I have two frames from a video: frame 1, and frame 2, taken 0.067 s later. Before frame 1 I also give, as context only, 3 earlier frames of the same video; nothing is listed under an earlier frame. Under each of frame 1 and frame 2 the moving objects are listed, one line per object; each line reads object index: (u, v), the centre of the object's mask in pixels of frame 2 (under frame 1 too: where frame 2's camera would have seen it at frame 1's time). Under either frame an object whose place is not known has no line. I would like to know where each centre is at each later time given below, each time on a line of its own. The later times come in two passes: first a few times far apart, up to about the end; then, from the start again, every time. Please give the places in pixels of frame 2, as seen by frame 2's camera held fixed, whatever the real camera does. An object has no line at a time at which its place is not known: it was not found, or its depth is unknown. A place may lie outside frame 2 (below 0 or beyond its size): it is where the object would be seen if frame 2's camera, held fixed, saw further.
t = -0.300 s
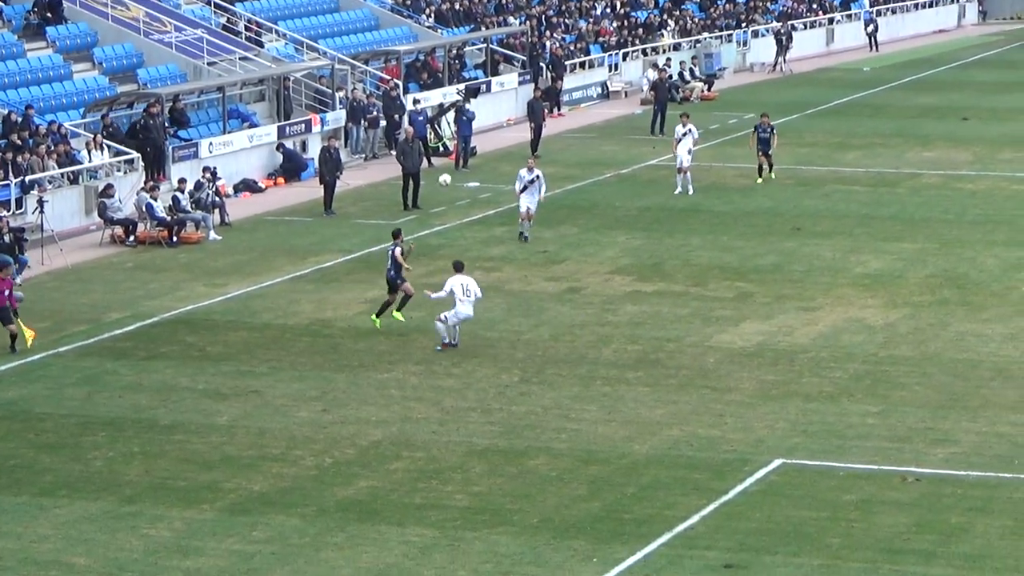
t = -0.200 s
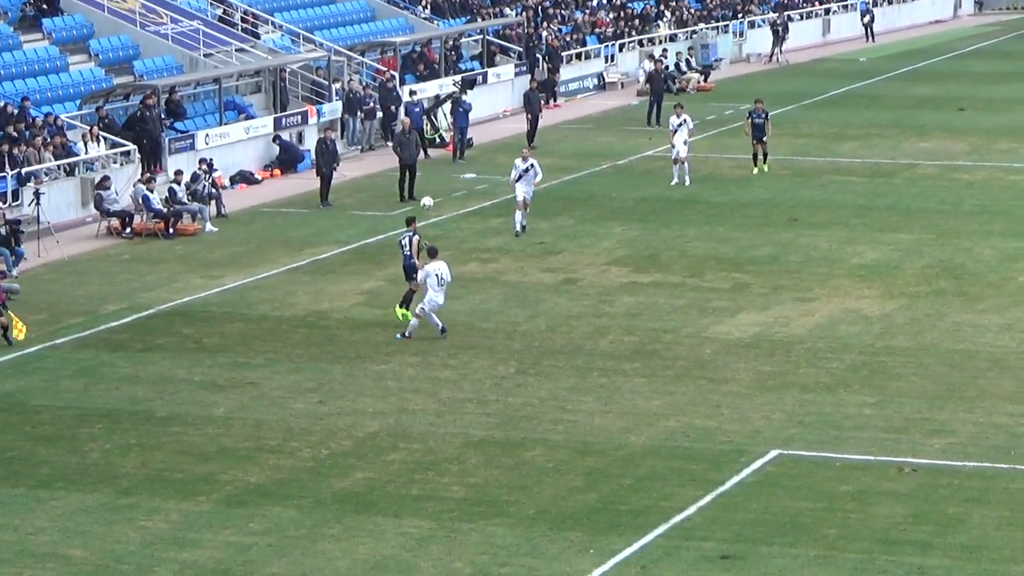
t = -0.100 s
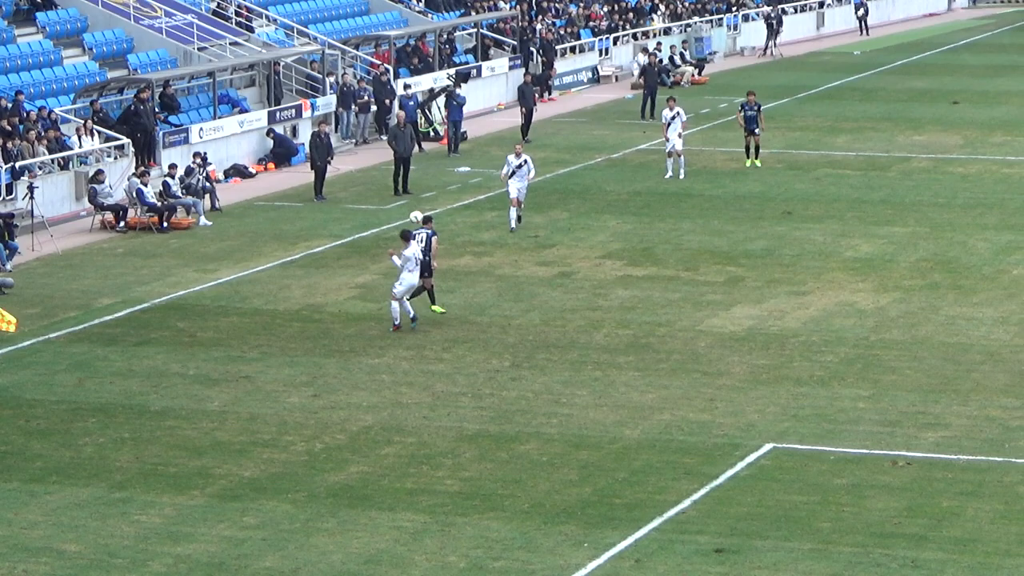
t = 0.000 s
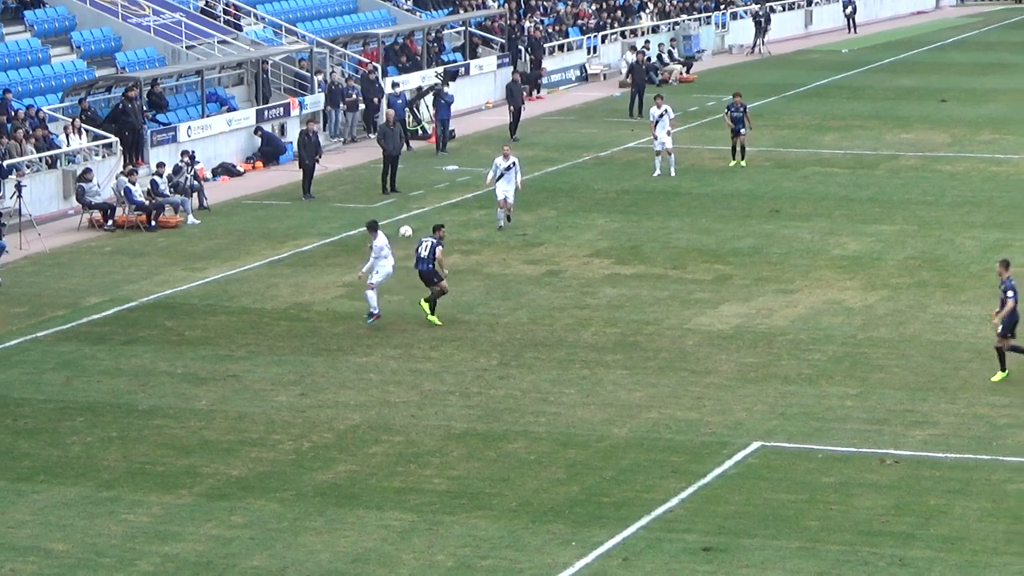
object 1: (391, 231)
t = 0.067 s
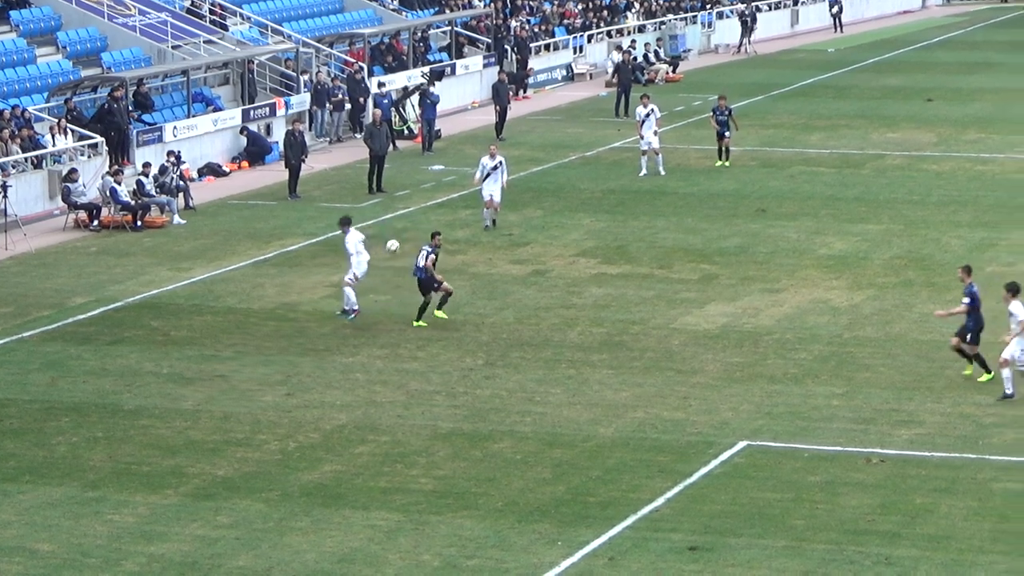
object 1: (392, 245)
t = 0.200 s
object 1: (396, 281)
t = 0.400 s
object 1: (404, 355)
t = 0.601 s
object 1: (419, 366)
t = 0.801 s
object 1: (437, 361)
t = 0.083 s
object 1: (393, 249)
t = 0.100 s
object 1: (393, 253)
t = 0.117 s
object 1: (393, 258)
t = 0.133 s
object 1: (394, 262)
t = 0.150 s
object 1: (394, 267)
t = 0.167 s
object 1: (394, 271)
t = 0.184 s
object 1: (395, 276)
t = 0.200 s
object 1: (396, 281)
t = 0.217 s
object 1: (396, 286)
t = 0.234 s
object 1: (397, 292)
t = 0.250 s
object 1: (398, 297)
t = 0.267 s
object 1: (398, 303)
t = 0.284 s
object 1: (399, 309)
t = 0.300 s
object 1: (399, 315)
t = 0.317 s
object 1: (400, 322)
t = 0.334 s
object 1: (401, 328)
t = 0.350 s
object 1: (402, 334)
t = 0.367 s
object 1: (402, 341)
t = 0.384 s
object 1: (403, 348)
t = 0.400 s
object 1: (404, 355)
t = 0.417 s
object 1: (404, 358)
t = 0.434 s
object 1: (406, 368)
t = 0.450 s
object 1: (407, 376)
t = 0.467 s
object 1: (408, 380)
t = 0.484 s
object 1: (409, 379)
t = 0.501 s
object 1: (411, 377)
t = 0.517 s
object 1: (413, 374)
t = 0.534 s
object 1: (414, 373)
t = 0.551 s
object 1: (415, 371)
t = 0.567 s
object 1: (416, 369)
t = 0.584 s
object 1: (418, 367)
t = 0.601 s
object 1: (419, 366)
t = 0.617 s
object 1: (421, 363)
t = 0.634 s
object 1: (422, 363)
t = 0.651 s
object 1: (424, 362)
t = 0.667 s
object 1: (425, 361)
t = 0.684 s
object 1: (427, 361)
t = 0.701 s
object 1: (428, 360)
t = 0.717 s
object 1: (429, 360)
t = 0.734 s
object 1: (430, 361)
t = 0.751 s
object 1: (432, 360)
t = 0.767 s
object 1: (433, 361)
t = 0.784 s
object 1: (435, 361)
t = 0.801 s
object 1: (437, 361)
